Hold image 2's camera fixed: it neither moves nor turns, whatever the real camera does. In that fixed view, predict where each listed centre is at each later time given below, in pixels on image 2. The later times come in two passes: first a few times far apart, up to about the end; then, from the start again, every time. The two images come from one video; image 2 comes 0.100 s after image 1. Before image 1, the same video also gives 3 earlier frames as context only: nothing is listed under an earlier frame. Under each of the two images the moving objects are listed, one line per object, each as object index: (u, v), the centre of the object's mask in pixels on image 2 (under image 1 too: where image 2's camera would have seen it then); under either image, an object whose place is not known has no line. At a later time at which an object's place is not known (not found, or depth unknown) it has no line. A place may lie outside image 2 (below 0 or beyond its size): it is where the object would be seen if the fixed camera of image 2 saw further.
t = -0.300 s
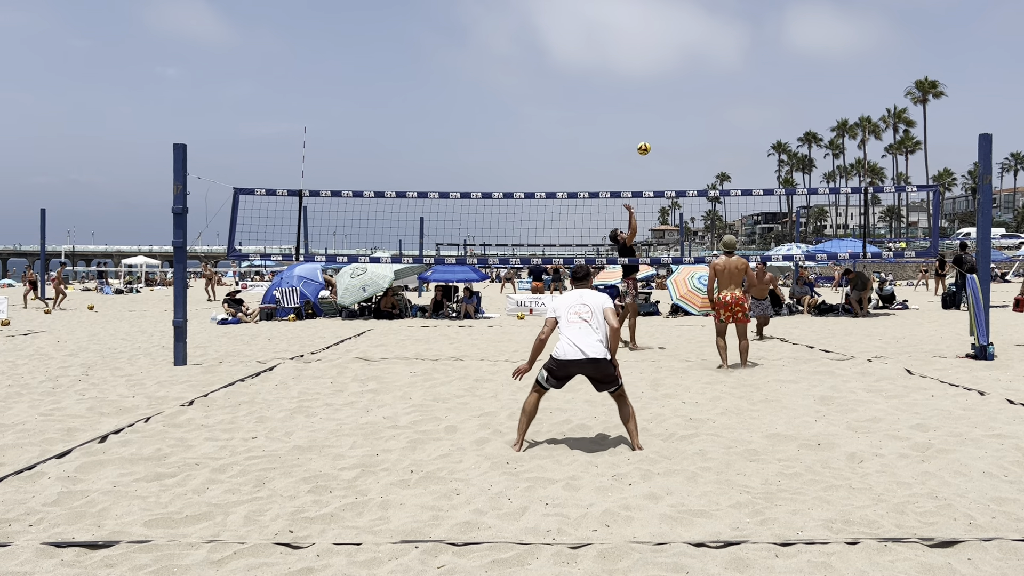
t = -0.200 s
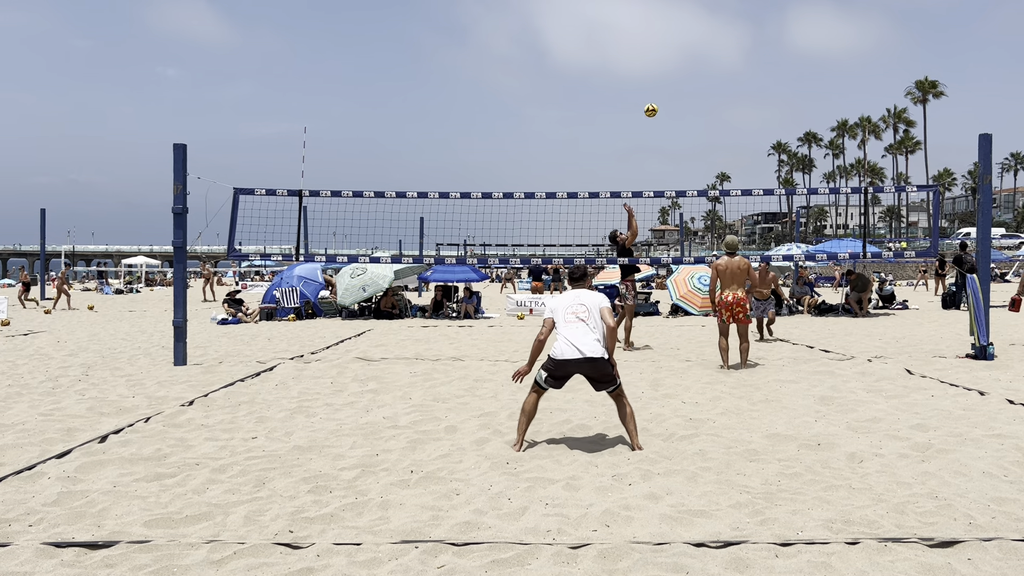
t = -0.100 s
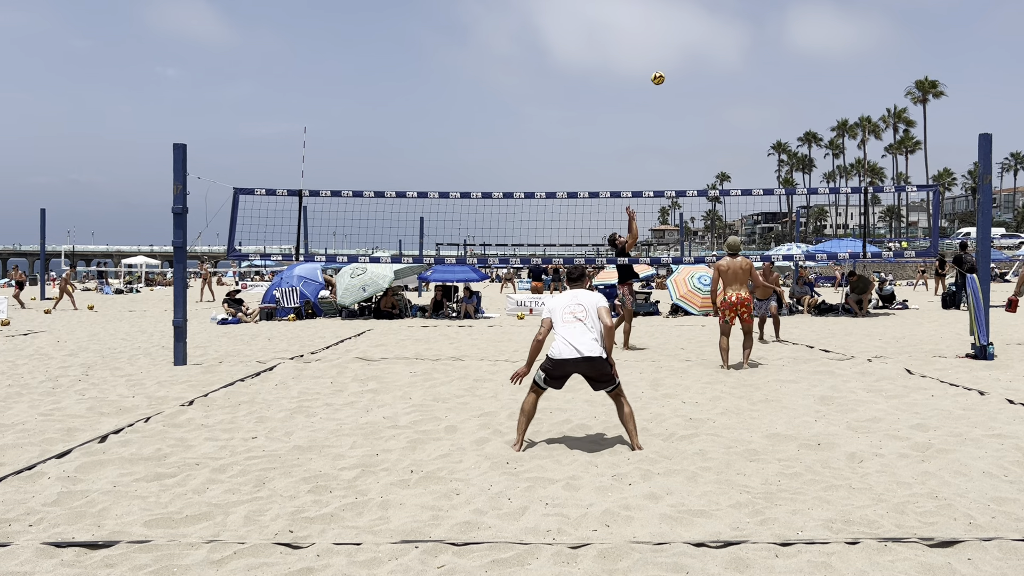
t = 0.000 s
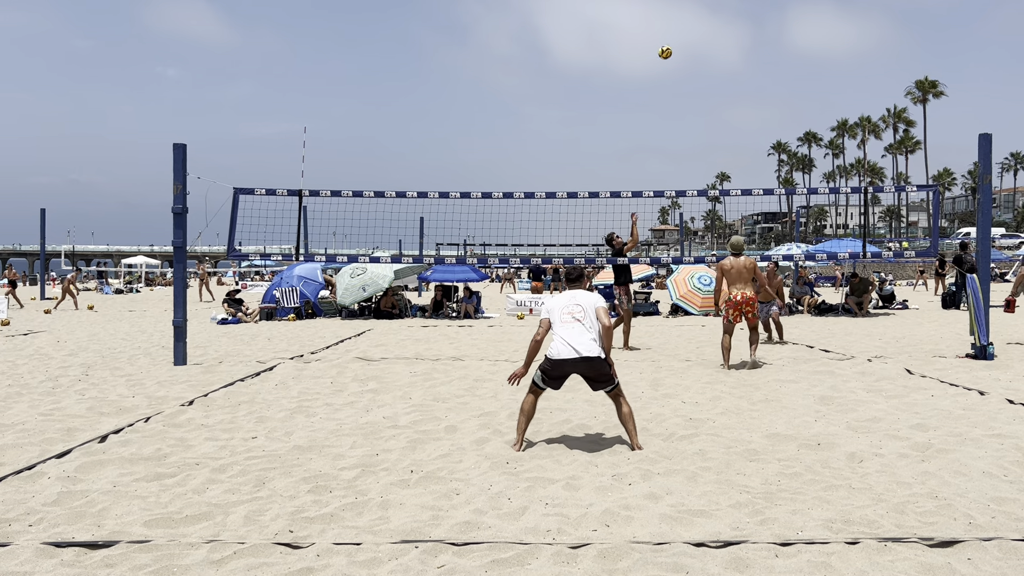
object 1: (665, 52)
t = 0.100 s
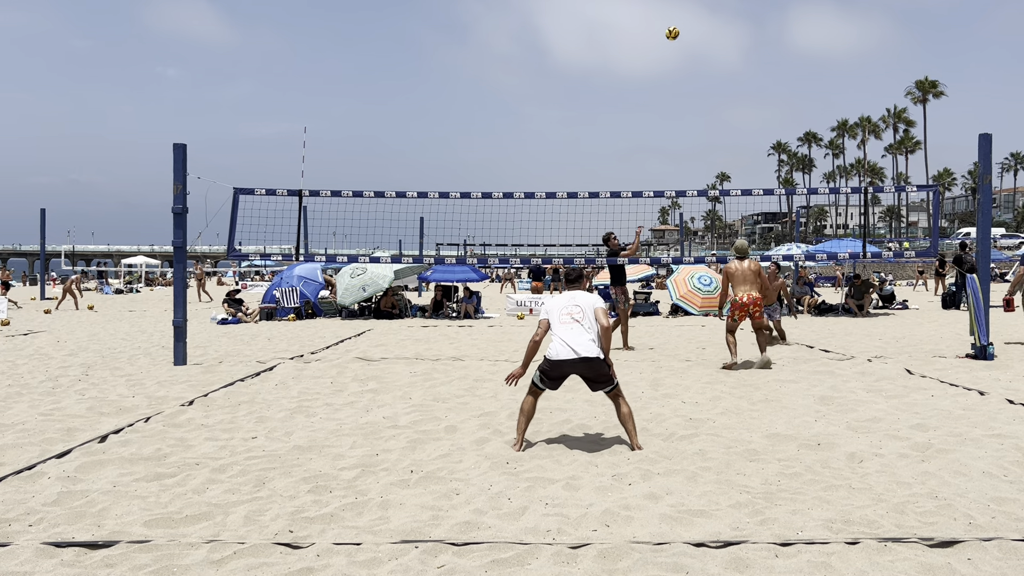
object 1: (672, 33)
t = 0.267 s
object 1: (684, 15)
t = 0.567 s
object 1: (706, 26)
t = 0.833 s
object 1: (727, 83)
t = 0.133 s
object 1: (675, 28)
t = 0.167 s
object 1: (677, 24)
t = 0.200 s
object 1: (679, 20)
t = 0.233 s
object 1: (682, 17)
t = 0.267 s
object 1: (684, 15)
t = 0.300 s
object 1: (687, 13)
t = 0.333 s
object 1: (689, 12)
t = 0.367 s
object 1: (692, 12)
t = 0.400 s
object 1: (694, 13)
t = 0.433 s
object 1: (696, 14)
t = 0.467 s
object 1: (699, 16)
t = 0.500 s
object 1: (701, 18)
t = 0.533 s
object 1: (704, 22)
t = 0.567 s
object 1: (706, 26)
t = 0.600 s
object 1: (709, 30)
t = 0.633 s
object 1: (711, 36)
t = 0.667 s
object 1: (714, 42)
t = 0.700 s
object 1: (717, 49)
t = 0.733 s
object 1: (719, 56)
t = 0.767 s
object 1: (722, 64)
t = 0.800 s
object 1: (725, 73)
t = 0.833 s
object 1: (727, 83)
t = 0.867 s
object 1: (730, 93)
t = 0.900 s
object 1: (733, 104)
